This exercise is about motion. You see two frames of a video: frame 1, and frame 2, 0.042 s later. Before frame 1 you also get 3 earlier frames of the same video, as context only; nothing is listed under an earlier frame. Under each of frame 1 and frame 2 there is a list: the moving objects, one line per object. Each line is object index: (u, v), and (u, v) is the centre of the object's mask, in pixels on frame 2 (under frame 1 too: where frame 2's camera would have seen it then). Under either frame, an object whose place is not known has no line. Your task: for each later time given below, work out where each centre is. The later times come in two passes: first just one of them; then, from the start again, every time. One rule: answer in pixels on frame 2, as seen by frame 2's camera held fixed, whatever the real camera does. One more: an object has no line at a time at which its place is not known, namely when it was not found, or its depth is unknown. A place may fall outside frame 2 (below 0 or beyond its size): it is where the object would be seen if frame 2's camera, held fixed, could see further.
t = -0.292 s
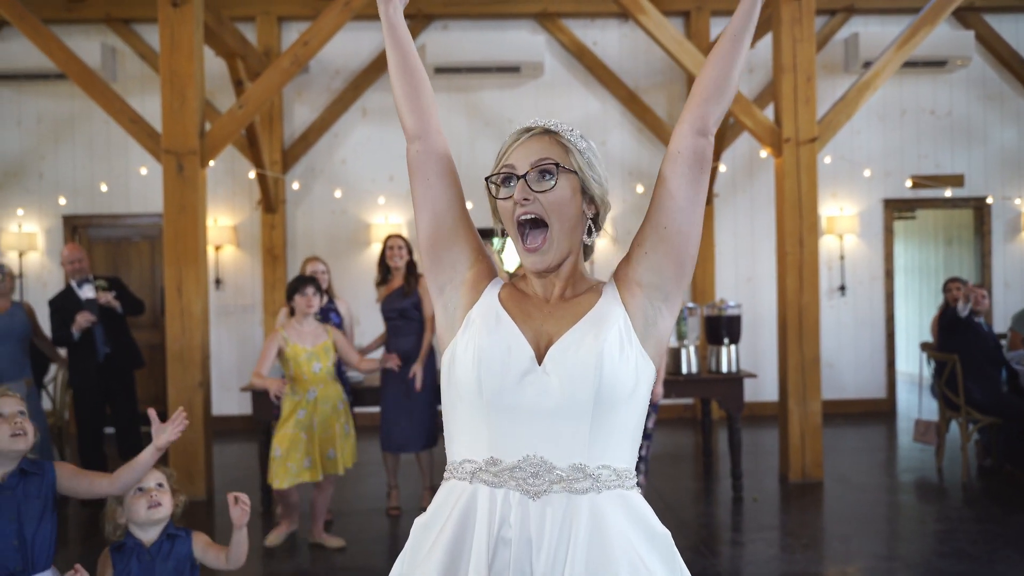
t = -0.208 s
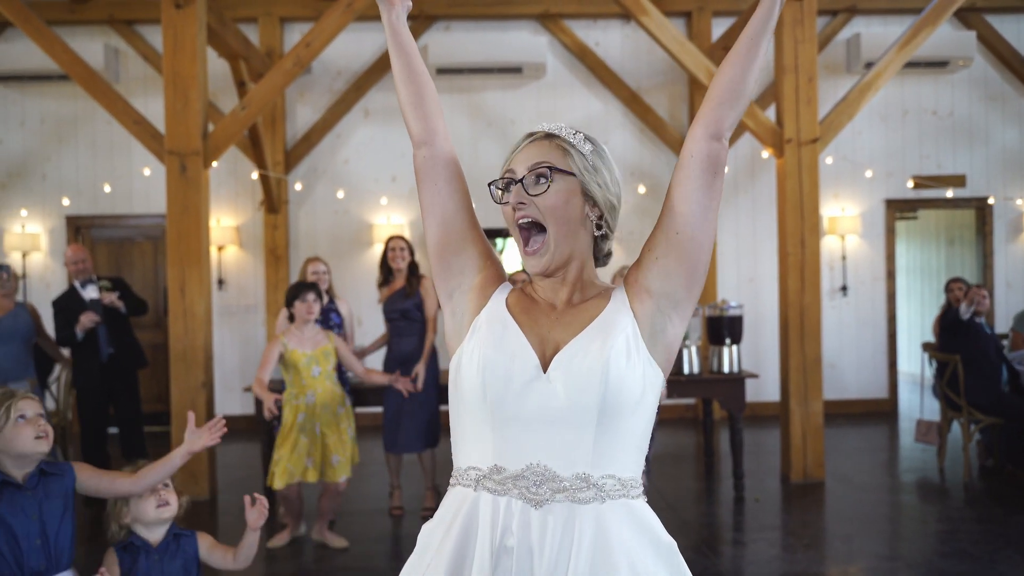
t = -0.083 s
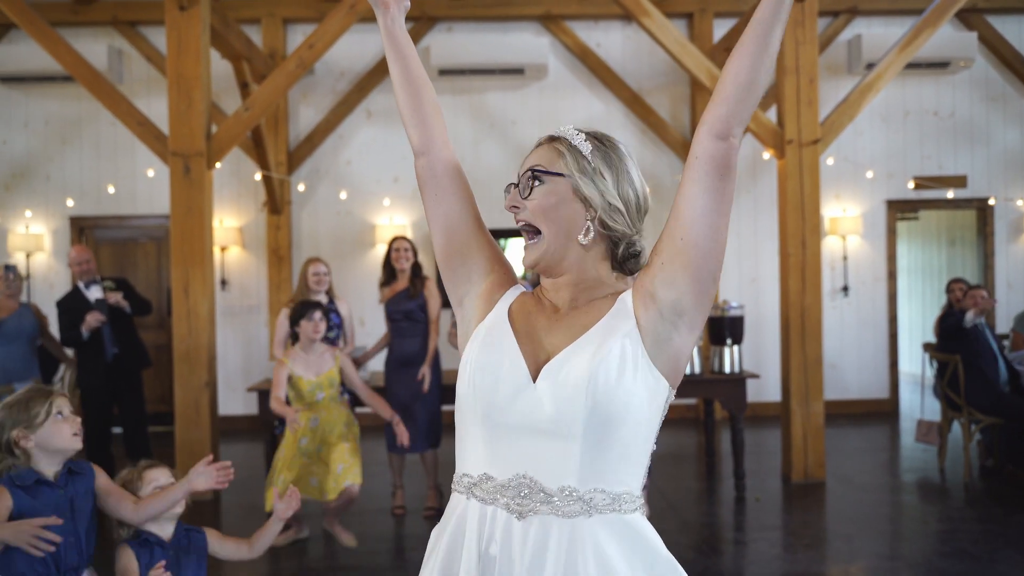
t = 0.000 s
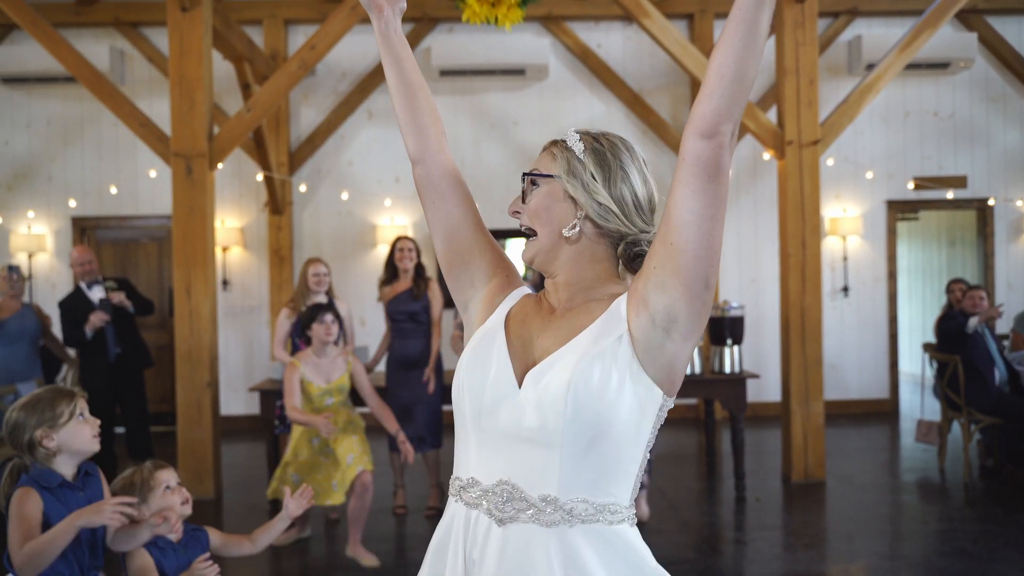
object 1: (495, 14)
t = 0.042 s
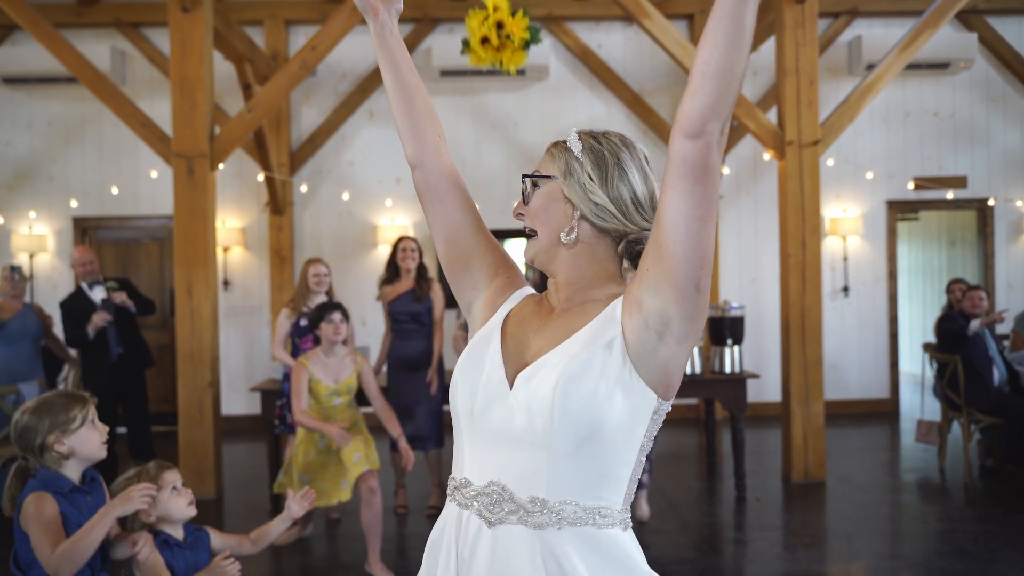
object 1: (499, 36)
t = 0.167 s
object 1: (503, 170)
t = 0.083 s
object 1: (502, 79)
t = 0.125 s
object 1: (504, 124)
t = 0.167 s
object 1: (503, 170)
